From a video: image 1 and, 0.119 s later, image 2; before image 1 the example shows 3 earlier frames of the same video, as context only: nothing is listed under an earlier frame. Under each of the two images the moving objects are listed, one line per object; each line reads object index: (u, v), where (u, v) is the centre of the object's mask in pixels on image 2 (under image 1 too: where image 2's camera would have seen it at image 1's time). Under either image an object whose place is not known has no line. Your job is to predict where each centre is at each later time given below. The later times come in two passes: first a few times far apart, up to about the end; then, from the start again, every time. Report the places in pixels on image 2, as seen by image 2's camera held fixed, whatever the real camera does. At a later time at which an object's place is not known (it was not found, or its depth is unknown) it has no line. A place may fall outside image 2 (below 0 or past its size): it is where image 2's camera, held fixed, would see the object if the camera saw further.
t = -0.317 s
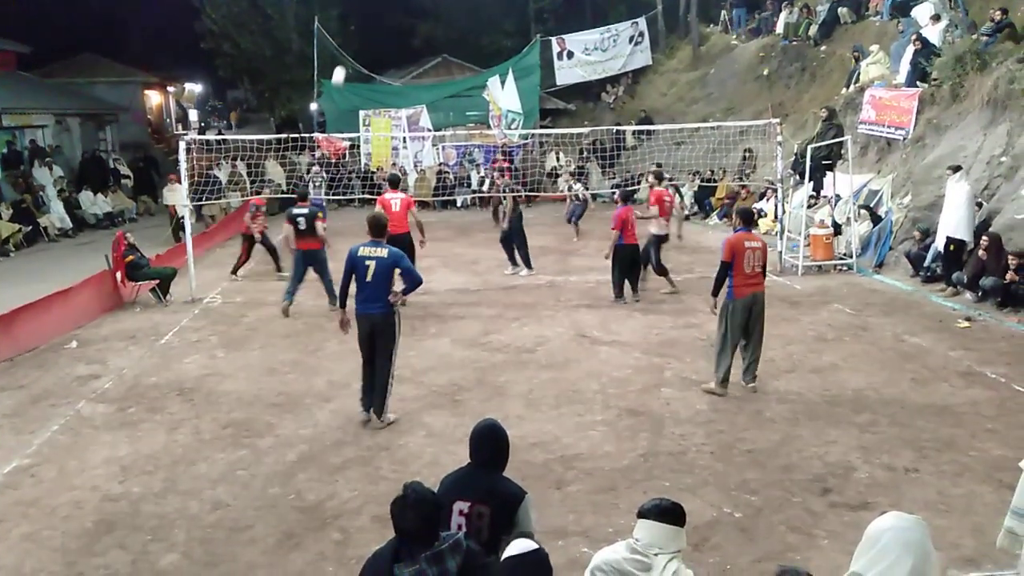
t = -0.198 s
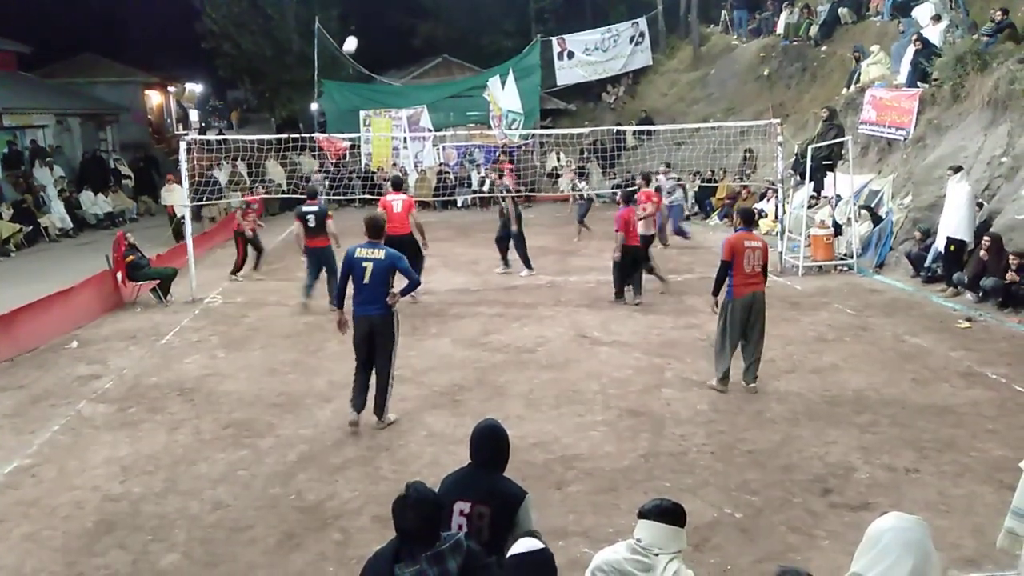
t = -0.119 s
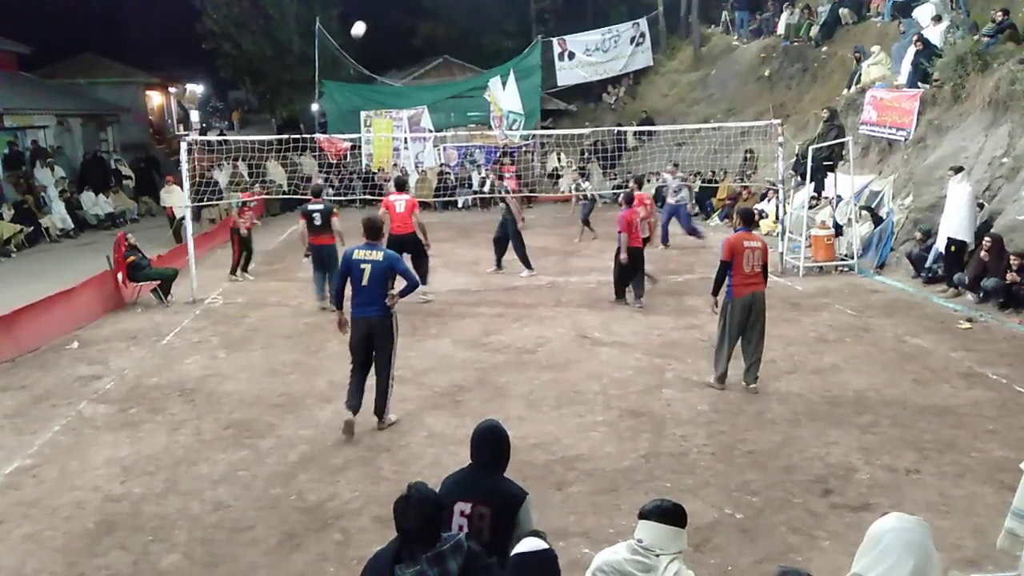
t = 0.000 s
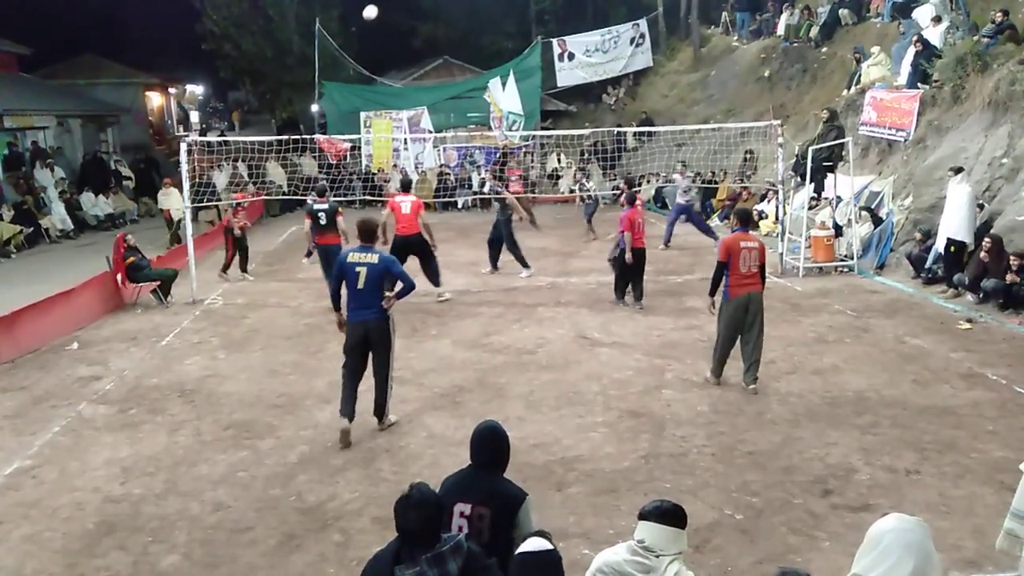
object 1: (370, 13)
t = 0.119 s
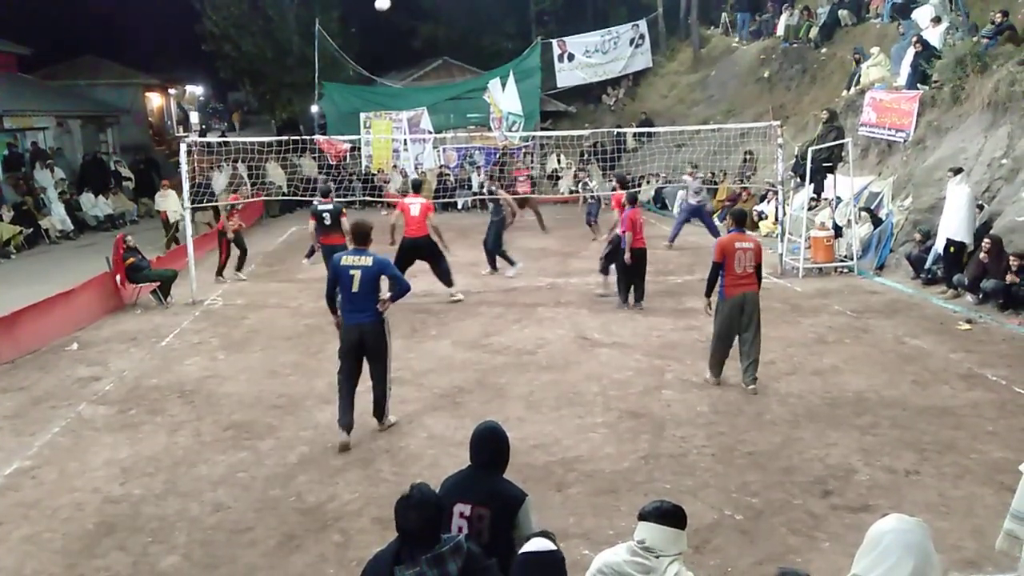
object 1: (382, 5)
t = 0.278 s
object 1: (400, 5)
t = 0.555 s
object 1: (431, 44)
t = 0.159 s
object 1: (386, 4)
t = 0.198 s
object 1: (391, 4)
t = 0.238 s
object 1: (395, 4)
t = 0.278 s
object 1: (400, 5)
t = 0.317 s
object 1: (404, 7)
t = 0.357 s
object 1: (408, 11)
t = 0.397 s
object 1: (413, 16)
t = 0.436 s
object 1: (417, 21)
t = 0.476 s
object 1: (422, 28)
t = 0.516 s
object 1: (426, 35)
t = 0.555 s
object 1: (431, 44)
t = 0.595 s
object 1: (435, 53)
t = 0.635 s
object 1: (440, 64)
